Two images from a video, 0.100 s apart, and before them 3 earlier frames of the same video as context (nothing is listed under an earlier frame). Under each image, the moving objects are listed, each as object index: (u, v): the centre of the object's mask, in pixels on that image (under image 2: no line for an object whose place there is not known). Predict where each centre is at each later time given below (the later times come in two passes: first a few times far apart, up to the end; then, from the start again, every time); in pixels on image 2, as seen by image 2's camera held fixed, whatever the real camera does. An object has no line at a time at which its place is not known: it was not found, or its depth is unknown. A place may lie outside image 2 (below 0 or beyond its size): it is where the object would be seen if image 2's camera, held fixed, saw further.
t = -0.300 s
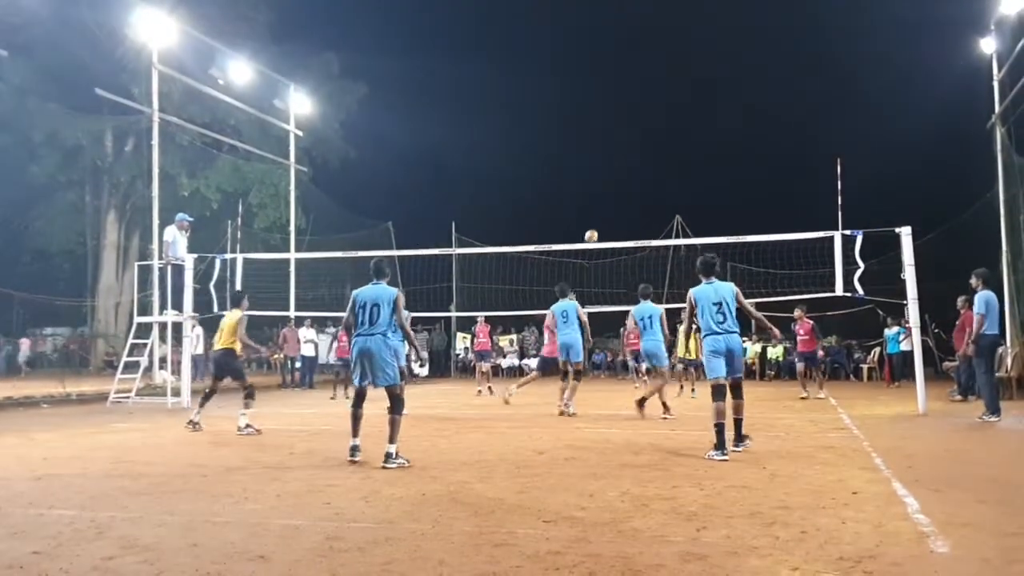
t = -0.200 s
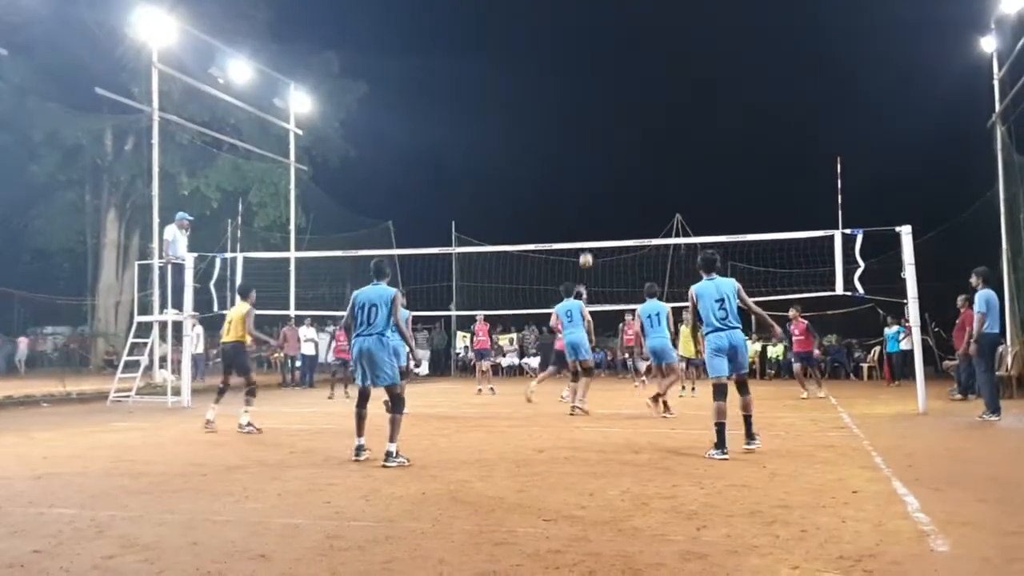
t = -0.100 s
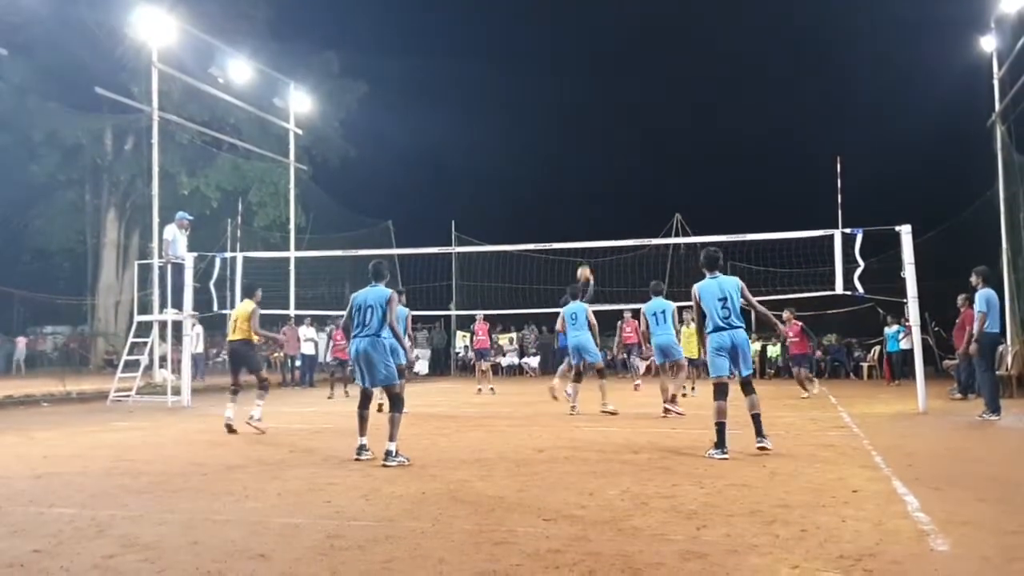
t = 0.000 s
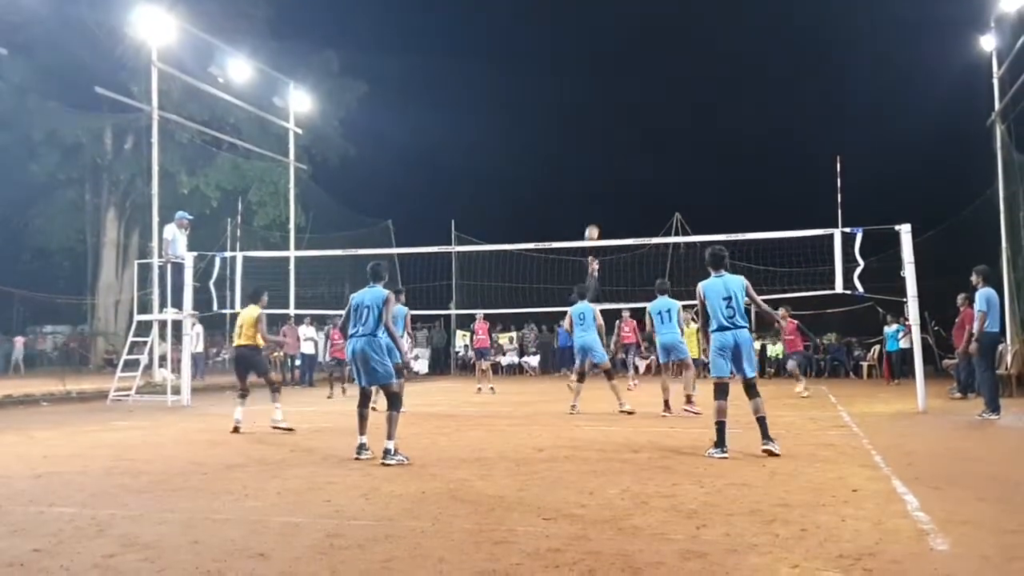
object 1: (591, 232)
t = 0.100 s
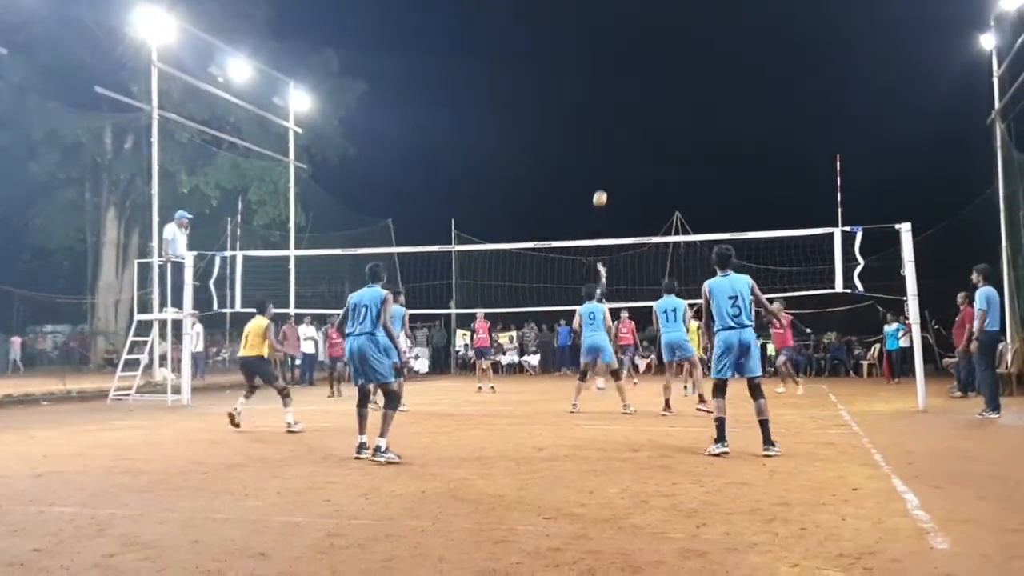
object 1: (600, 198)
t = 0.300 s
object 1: (617, 147)
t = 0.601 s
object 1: (644, 112)
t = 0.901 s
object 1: (672, 133)
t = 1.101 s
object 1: (691, 179)
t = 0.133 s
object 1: (602, 188)
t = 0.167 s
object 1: (606, 179)
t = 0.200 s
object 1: (609, 170)
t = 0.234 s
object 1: (612, 161)
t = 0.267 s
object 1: (614, 154)
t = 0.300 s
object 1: (617, 147)
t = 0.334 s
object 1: (620, 140)
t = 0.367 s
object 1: (624, 134)
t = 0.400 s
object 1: (626, 129)
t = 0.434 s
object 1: (629, 125)
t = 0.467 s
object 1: (632, 121)
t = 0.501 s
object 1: (635, 117)
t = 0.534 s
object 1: (638, 115)
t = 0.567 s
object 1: (641, 113)
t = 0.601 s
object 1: (644, 112)
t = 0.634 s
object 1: (647, 111)
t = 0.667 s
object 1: (650, 112)
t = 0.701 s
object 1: (653, 112)
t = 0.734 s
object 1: (656, 114)
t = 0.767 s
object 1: (659, 116)
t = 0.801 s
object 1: (662, 119)
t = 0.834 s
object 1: (665, 123)
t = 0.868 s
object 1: (669, 127)
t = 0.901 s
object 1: (672, 133)
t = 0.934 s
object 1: (675, 139)
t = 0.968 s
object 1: (678, 145)
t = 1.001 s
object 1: (681, 152)
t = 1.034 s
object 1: (684, 160)
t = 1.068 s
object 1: (688, 169)
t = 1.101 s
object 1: (691, 179)
